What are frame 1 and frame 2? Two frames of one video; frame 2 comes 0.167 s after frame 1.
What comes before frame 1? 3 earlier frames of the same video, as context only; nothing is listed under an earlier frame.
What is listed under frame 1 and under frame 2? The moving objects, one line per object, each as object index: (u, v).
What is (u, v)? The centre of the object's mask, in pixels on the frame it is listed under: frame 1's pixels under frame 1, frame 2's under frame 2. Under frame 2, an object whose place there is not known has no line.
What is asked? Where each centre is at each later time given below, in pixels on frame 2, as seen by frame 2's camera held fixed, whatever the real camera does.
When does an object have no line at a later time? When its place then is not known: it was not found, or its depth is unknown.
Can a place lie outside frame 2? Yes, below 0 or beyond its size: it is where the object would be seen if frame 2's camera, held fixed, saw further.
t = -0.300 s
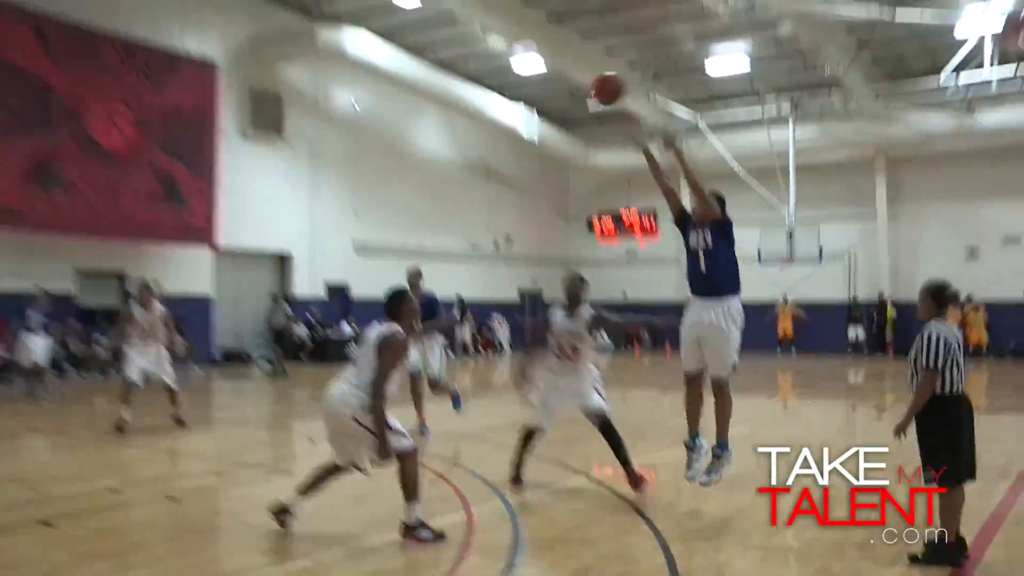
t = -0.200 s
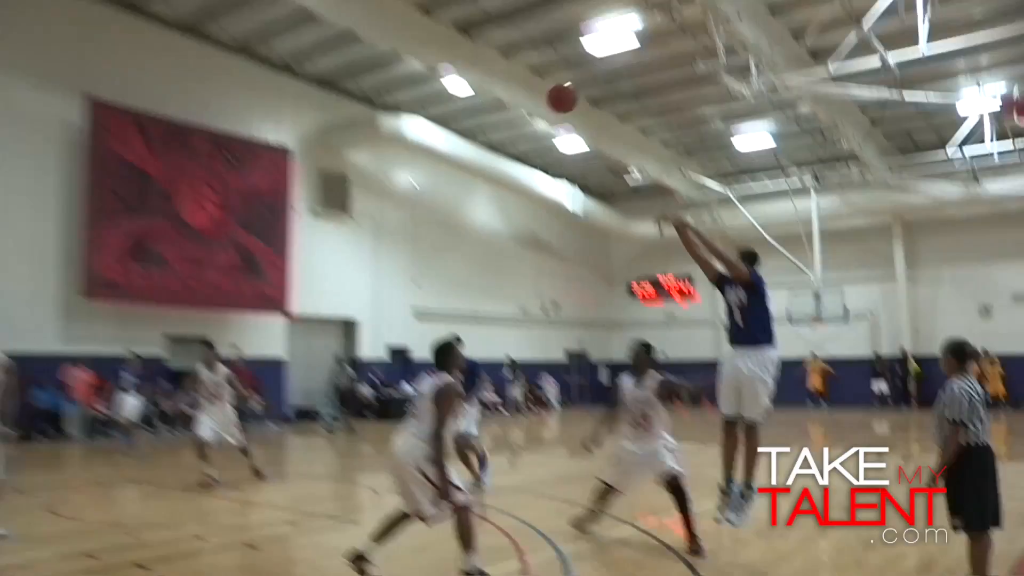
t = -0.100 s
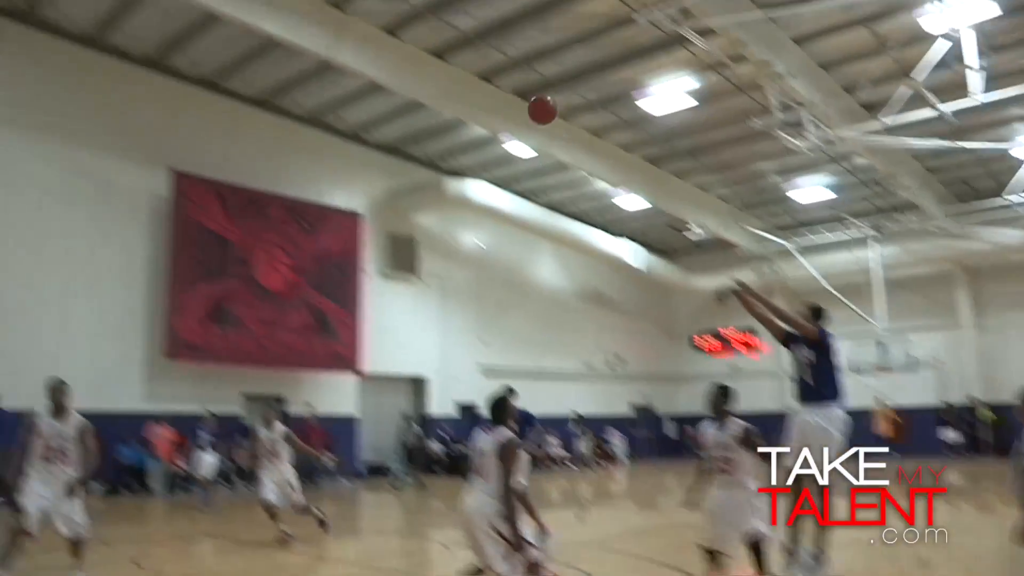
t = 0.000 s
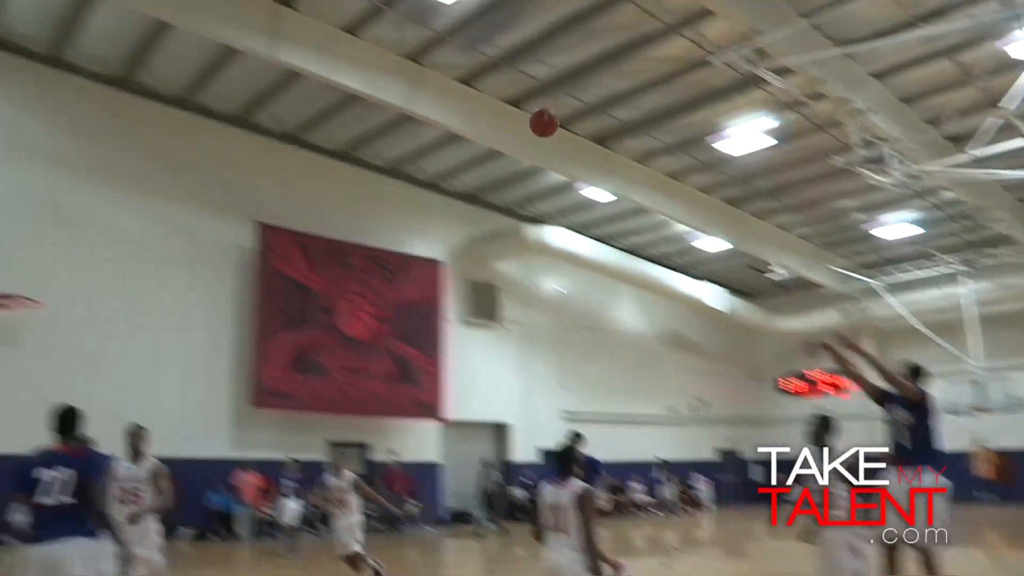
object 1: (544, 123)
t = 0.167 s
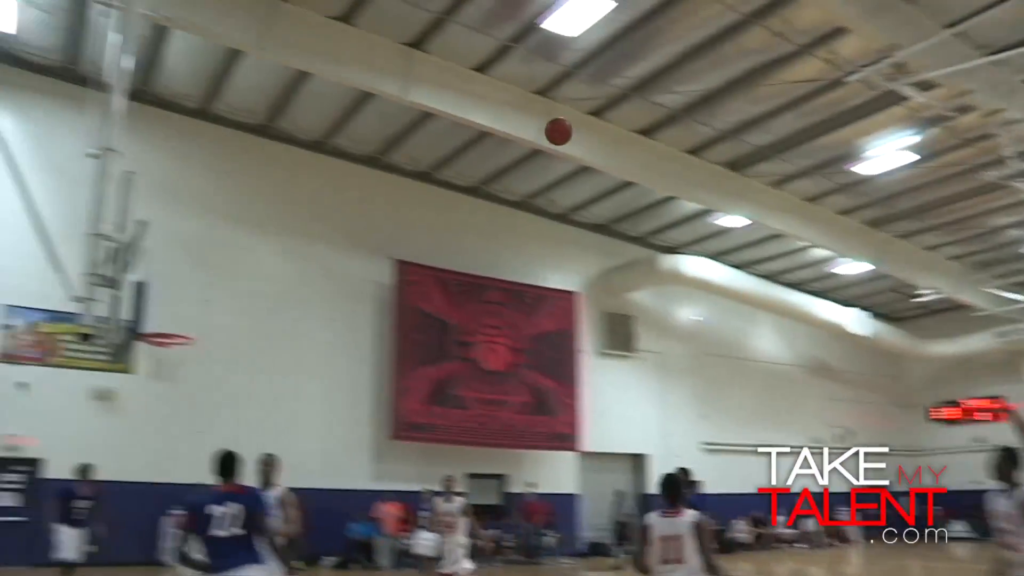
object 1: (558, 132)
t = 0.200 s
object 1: (538, 132)
